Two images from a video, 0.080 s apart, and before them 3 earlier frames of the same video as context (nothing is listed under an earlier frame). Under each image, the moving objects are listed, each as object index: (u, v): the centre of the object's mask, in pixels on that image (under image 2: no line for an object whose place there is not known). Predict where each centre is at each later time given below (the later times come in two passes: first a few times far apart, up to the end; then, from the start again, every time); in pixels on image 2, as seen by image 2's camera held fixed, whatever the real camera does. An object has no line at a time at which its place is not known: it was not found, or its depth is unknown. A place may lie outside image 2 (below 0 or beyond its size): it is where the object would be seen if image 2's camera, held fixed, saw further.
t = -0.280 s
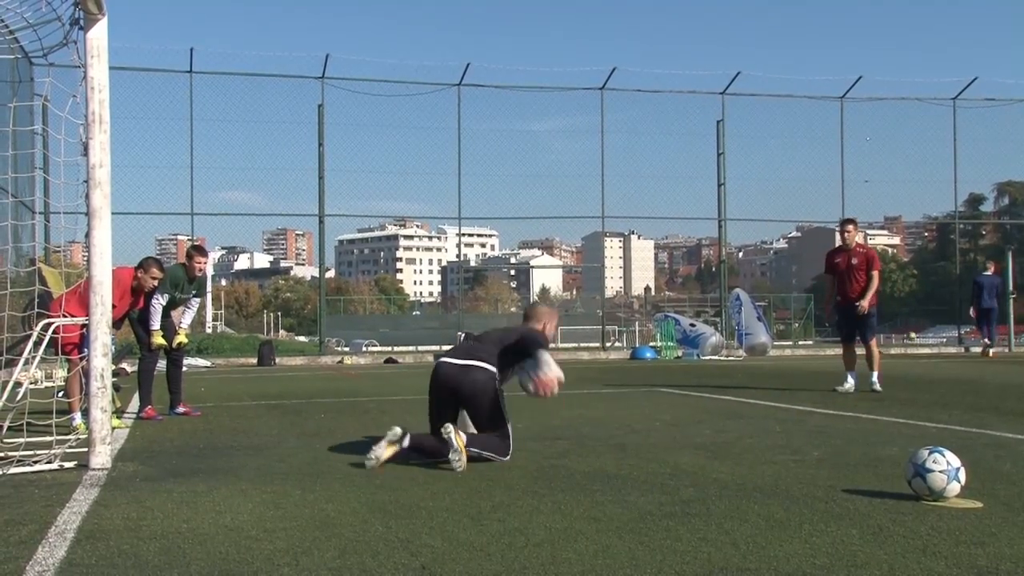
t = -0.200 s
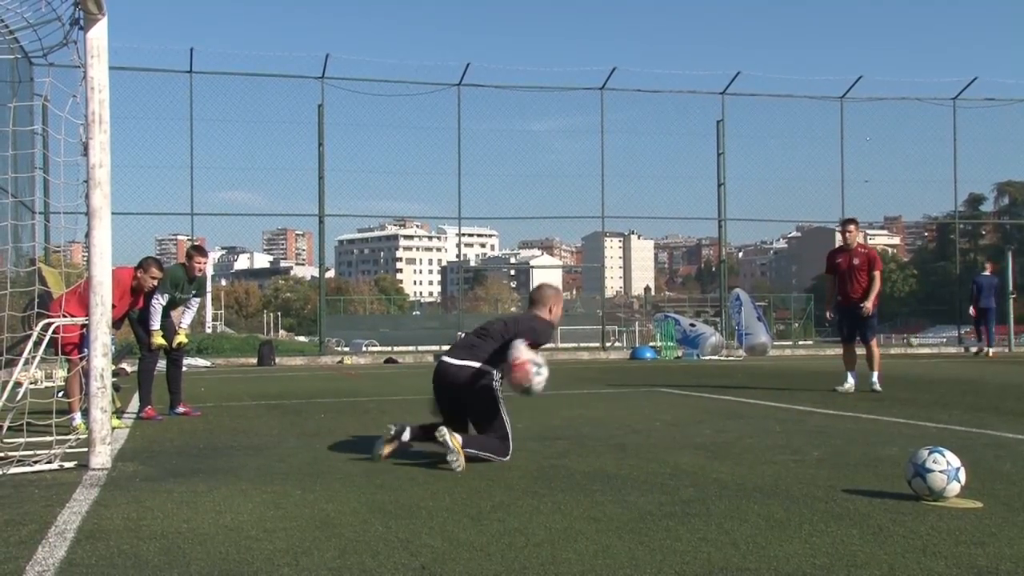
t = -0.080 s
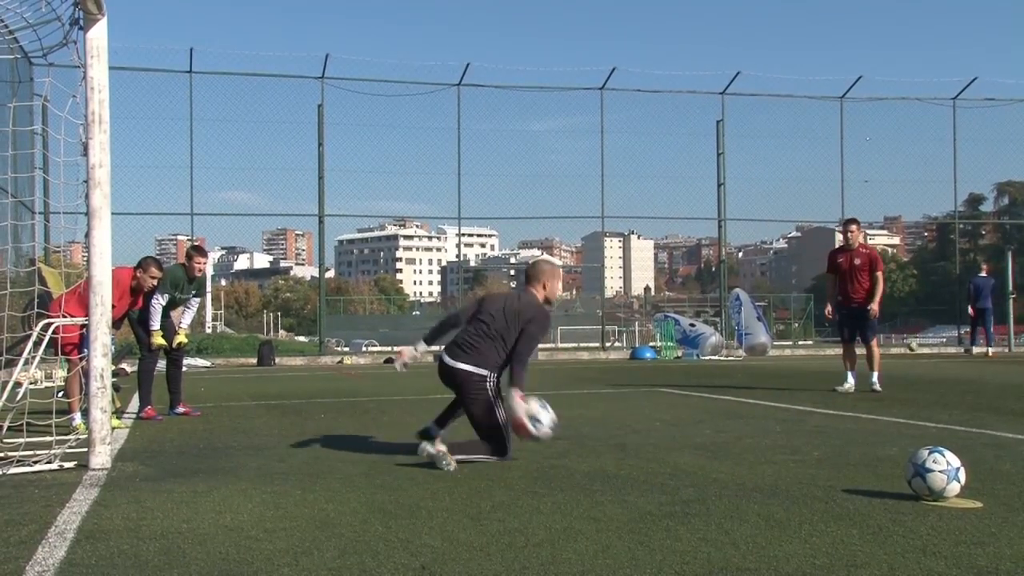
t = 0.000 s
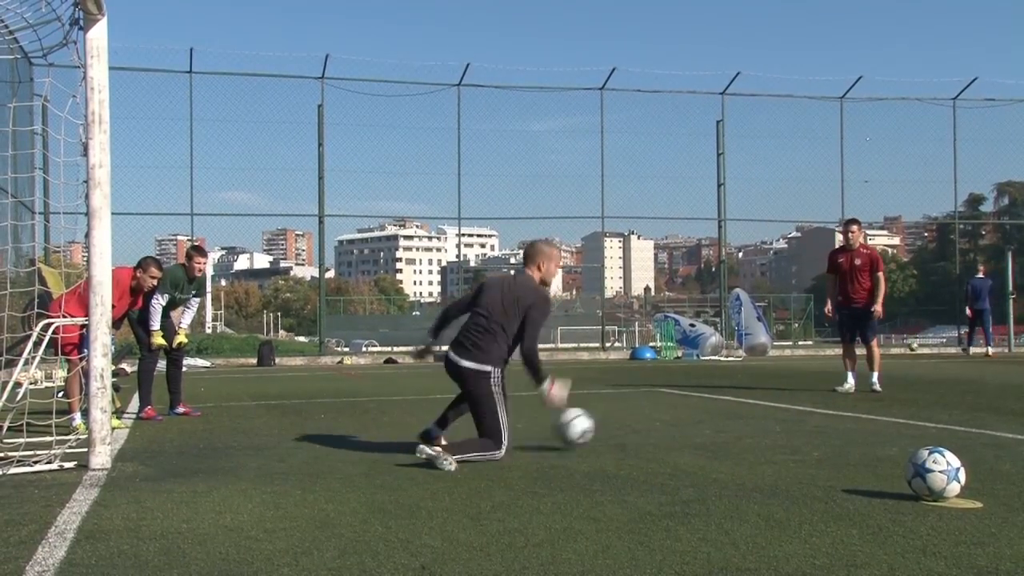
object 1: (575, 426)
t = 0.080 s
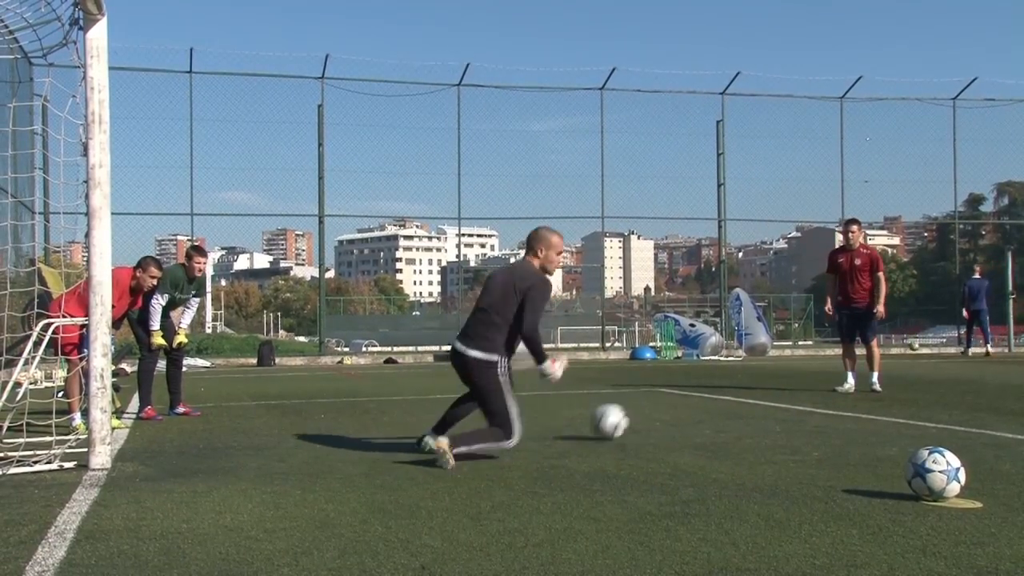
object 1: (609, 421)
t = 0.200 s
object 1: (652, 412)
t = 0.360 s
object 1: (695, 399)
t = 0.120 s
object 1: (625, 416)
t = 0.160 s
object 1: (639, 413)
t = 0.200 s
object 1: (652, 412)
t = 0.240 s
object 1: (664, 406)
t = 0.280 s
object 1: (675, 401)
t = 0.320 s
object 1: (686, 399)
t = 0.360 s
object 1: (695, 399)
